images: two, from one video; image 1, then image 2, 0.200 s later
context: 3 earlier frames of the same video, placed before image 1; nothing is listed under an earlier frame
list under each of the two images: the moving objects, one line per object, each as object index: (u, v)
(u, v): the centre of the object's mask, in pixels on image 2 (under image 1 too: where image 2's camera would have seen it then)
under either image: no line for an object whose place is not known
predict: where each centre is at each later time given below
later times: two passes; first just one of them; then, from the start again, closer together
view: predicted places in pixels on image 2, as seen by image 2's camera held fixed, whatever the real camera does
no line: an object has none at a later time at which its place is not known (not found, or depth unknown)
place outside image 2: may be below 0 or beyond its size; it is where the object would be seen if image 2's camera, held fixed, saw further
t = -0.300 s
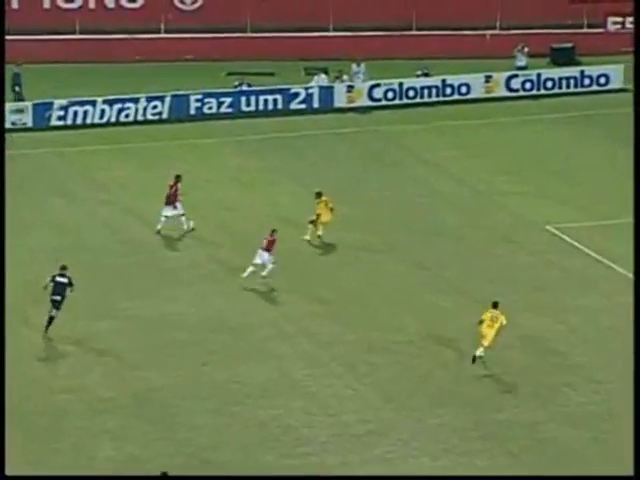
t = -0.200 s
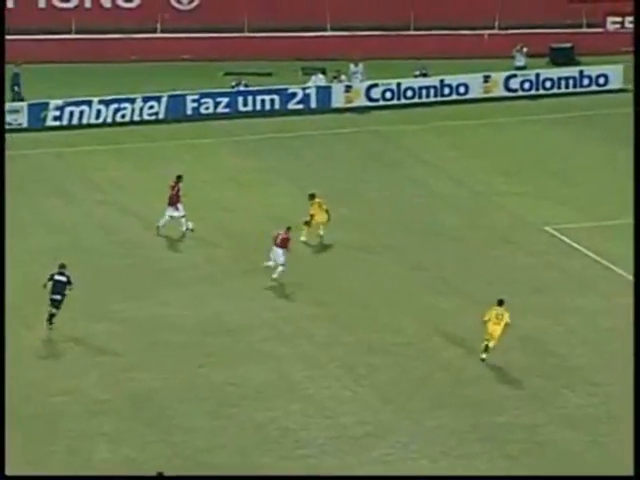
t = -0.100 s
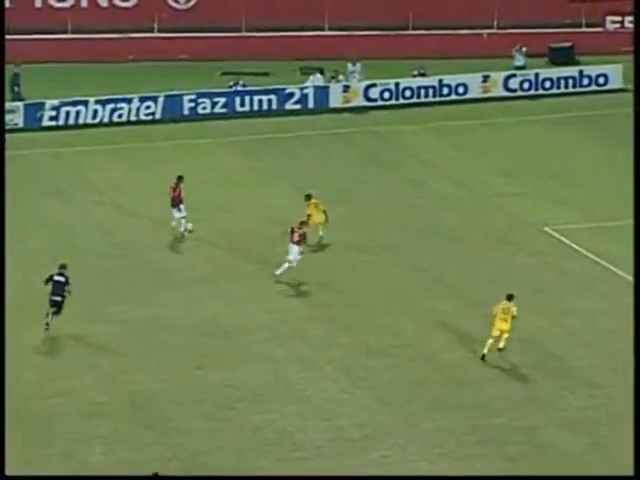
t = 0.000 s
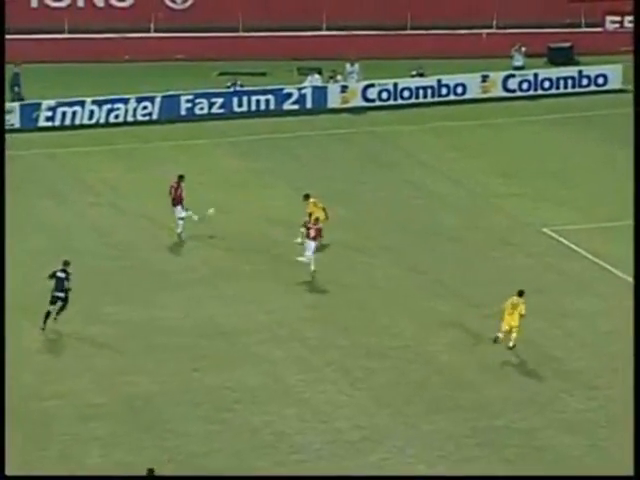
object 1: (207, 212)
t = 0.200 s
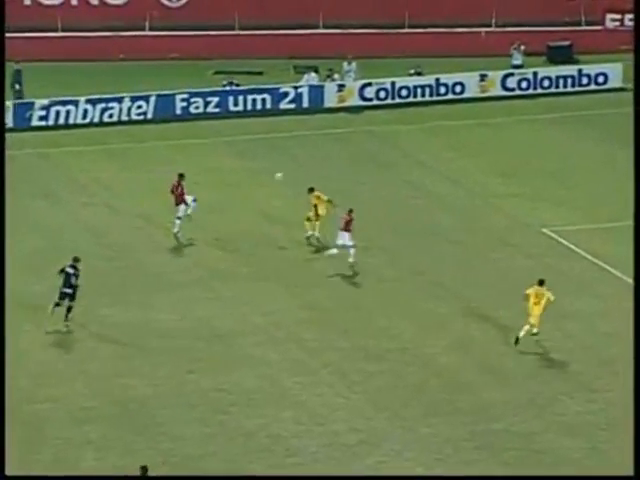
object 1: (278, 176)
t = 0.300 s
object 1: (314, 163)
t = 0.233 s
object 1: (290, 172)
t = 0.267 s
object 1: (303, 167)
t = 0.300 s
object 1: (314, 163)
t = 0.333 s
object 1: (325, 160)
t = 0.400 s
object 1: (347, 154)
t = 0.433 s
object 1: (358, 151)
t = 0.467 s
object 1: (364, 150)
